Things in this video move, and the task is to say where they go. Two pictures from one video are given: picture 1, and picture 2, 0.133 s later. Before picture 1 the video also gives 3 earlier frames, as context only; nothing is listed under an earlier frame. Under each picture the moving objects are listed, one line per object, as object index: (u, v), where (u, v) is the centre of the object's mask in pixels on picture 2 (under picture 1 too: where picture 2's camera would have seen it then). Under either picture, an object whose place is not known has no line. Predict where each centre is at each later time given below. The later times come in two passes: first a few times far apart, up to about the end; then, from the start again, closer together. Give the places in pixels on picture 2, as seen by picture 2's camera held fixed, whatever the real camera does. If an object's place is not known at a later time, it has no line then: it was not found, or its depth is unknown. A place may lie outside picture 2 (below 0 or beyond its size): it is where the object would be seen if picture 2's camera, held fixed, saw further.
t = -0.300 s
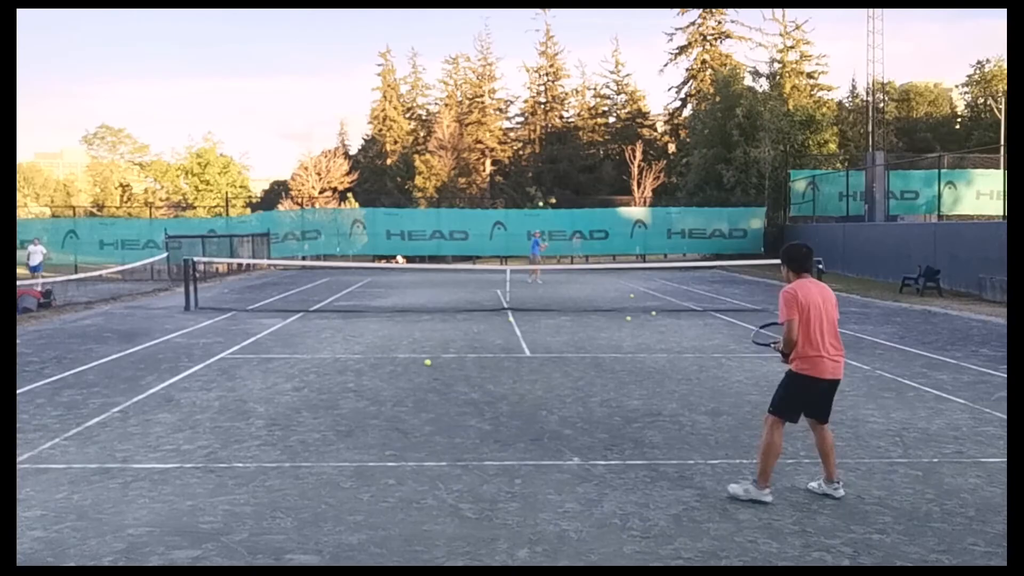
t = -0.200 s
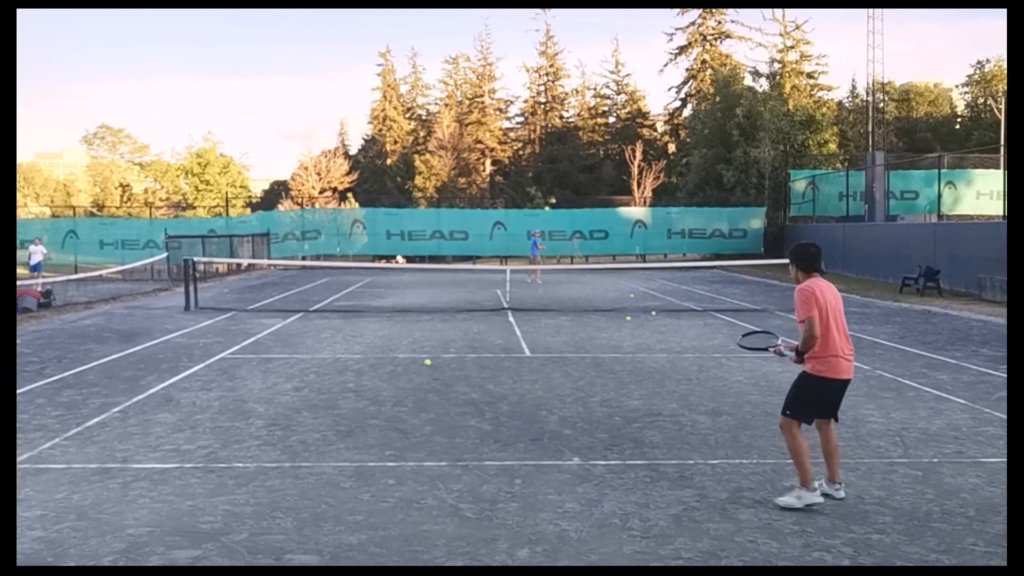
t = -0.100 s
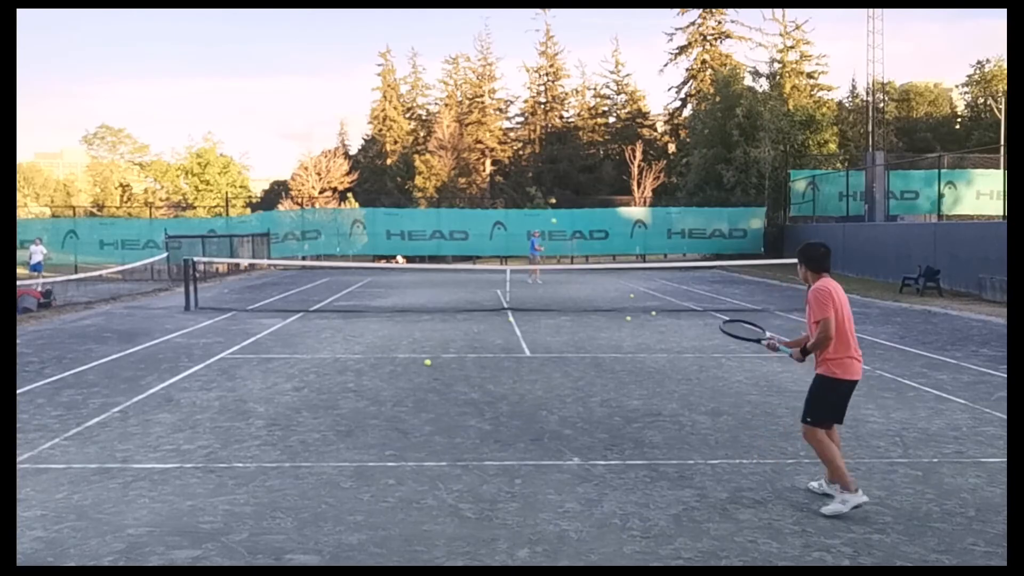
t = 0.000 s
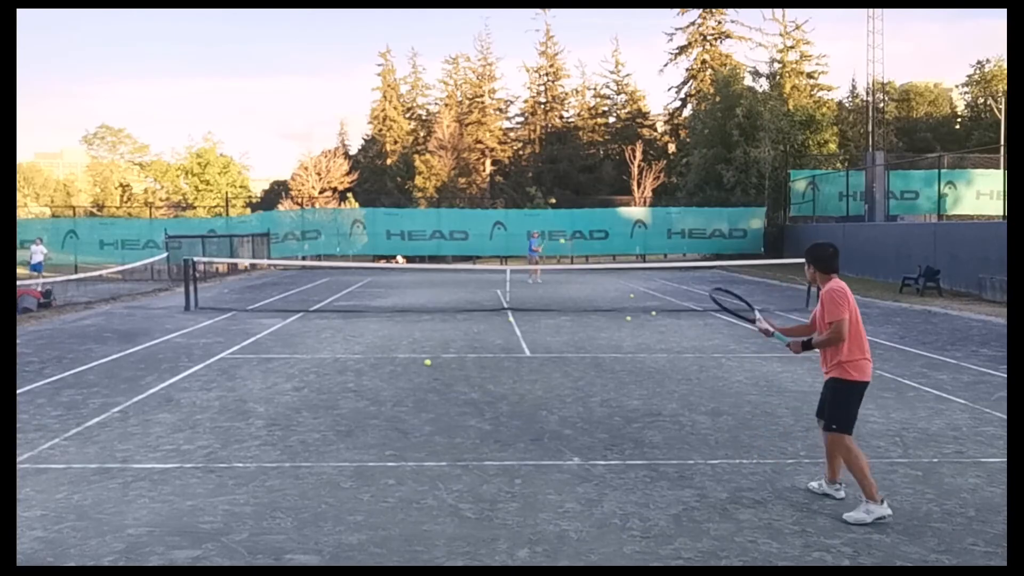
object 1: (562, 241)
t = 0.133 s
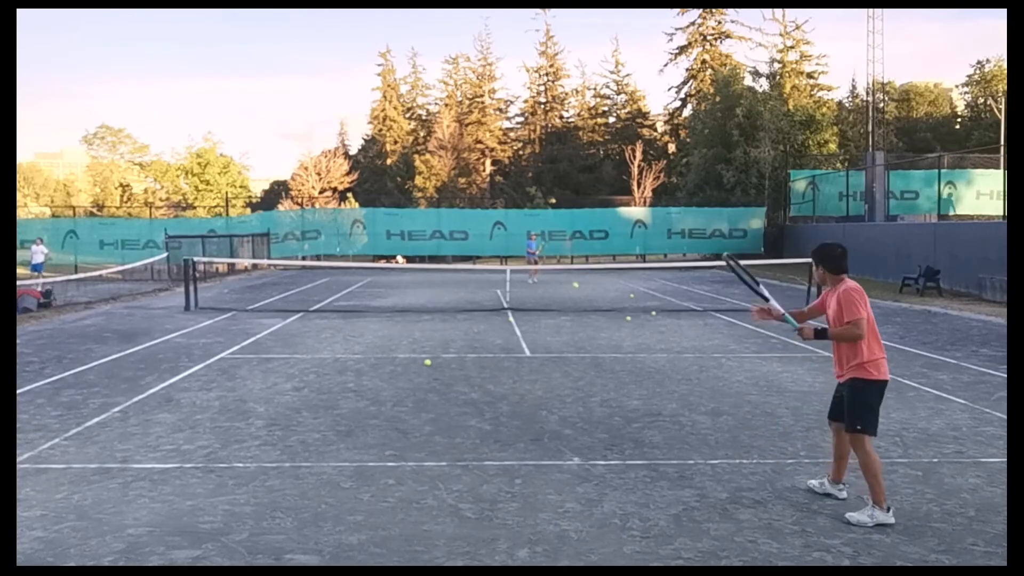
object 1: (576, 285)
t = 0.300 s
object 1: (597, 377)
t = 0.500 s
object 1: (626, 320)
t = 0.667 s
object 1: (659, 295)
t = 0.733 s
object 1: (676, 294)
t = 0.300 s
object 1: (597, 377)
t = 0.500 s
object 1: (626, 320)
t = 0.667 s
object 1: (659, 295)
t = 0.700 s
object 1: (667, 294)
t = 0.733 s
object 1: (676, 294)
